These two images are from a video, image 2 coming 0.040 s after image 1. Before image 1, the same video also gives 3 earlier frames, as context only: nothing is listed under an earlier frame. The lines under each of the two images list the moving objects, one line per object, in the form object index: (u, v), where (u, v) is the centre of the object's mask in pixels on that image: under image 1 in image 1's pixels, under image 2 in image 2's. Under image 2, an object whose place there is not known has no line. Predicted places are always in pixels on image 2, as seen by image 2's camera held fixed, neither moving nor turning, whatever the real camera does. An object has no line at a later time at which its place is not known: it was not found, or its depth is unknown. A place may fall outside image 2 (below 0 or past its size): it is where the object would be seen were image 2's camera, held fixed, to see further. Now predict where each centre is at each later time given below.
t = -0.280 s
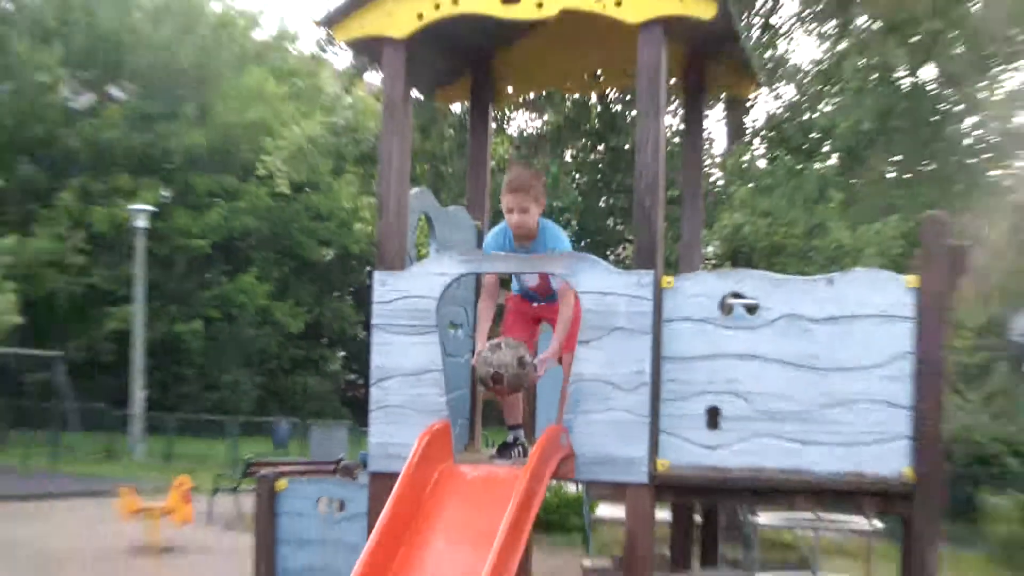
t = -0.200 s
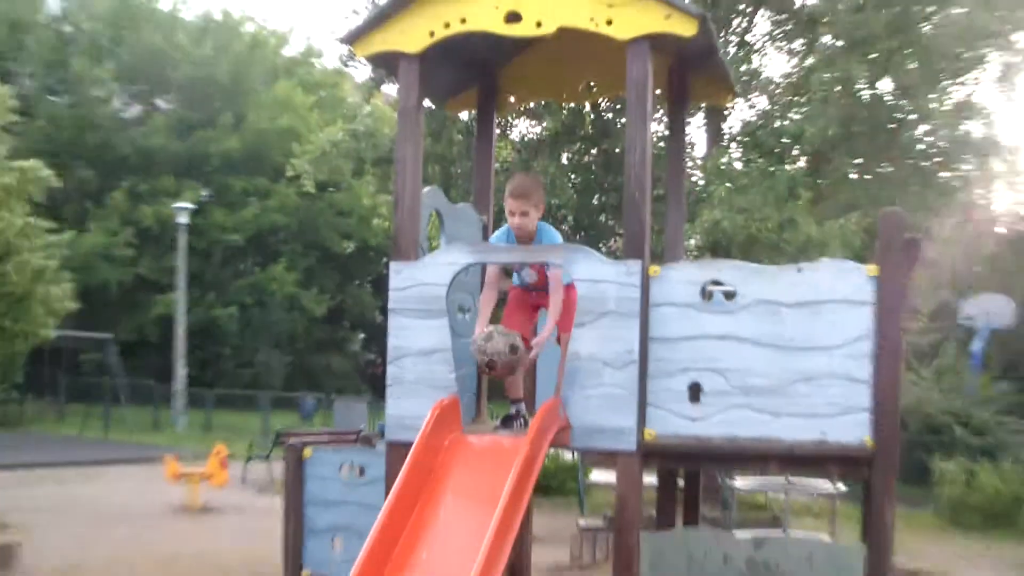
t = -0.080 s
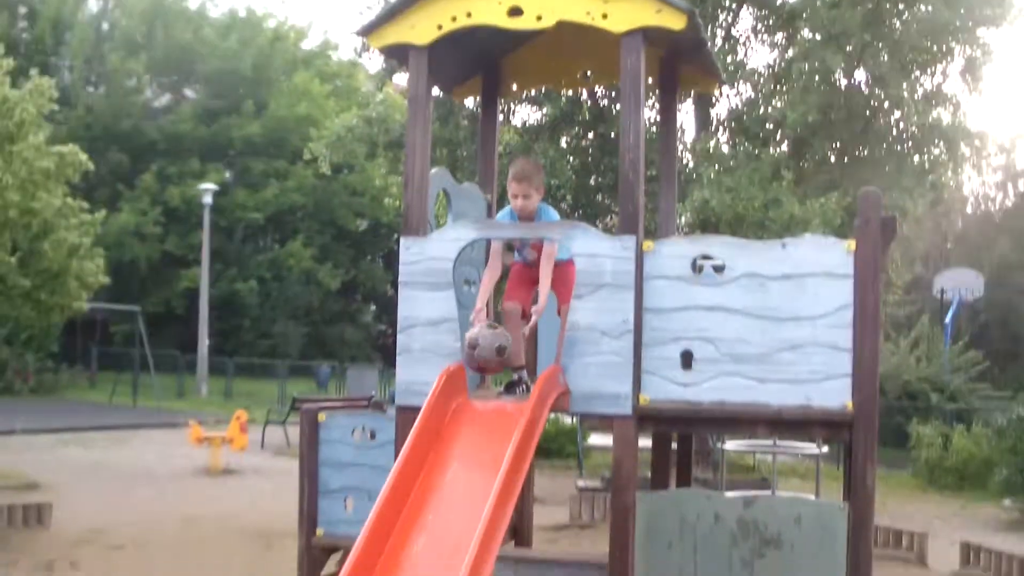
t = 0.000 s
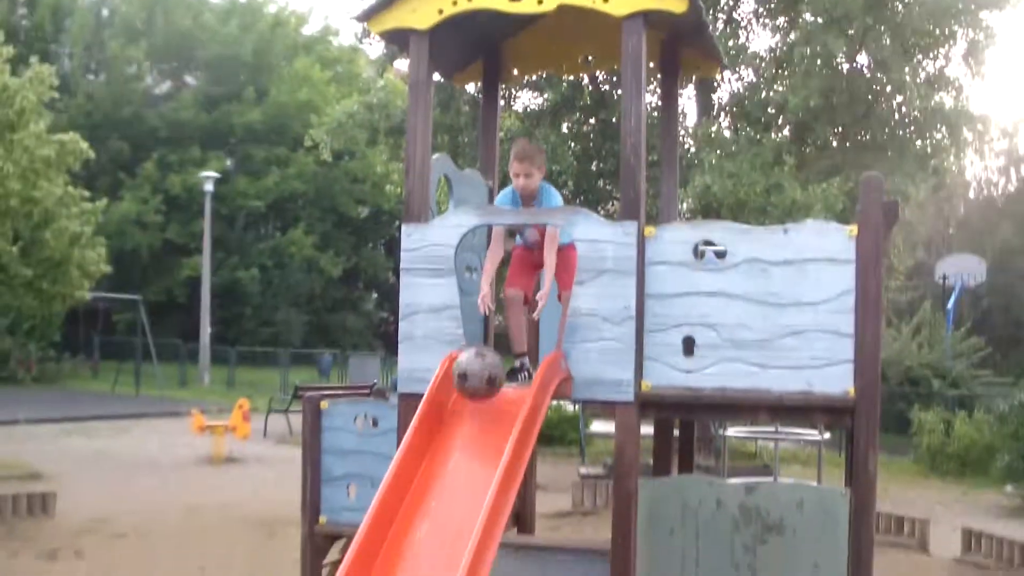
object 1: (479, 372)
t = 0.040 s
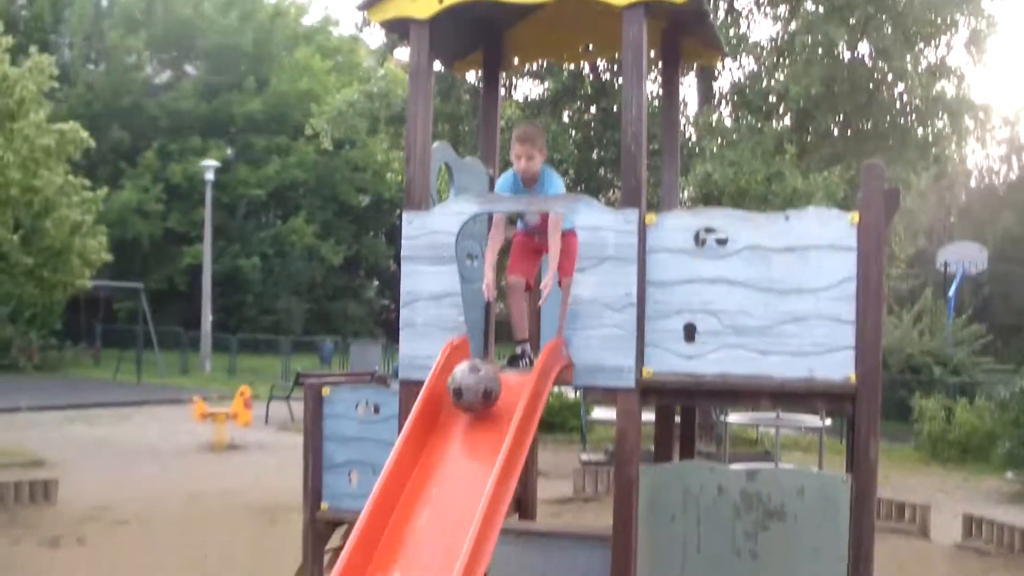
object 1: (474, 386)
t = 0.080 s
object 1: (467, 412)
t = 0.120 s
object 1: (456, 422)
